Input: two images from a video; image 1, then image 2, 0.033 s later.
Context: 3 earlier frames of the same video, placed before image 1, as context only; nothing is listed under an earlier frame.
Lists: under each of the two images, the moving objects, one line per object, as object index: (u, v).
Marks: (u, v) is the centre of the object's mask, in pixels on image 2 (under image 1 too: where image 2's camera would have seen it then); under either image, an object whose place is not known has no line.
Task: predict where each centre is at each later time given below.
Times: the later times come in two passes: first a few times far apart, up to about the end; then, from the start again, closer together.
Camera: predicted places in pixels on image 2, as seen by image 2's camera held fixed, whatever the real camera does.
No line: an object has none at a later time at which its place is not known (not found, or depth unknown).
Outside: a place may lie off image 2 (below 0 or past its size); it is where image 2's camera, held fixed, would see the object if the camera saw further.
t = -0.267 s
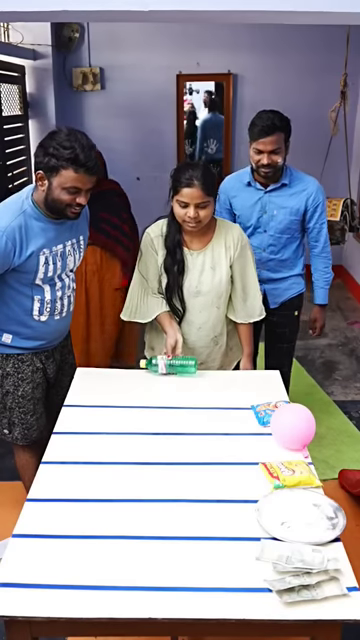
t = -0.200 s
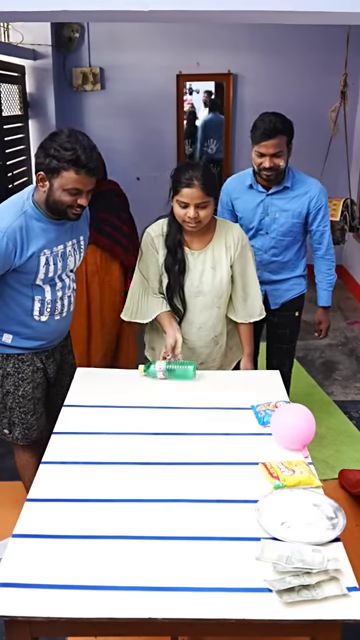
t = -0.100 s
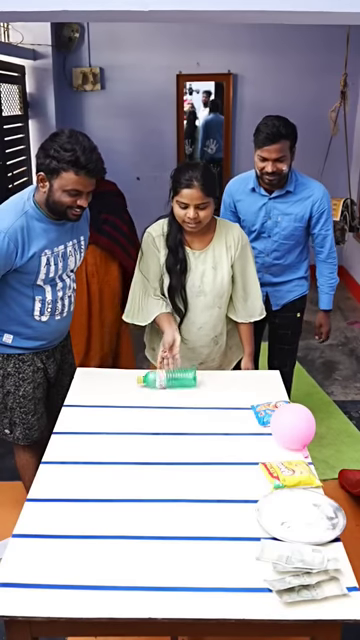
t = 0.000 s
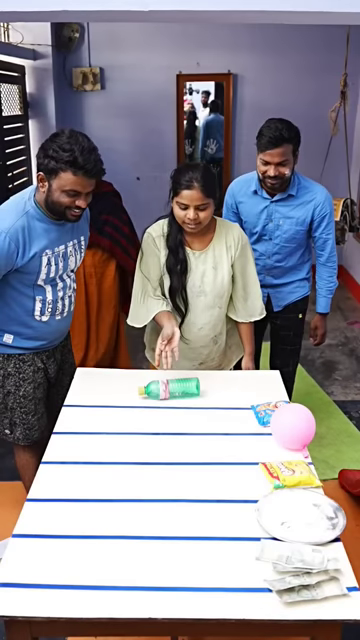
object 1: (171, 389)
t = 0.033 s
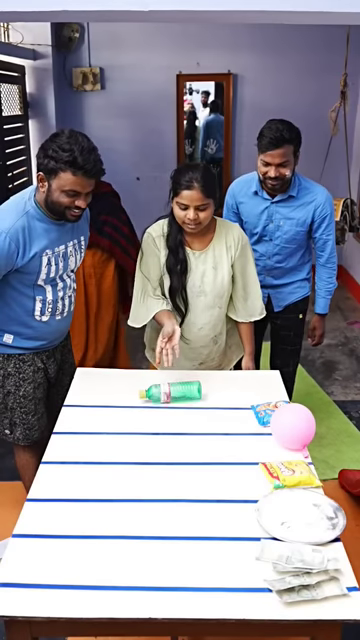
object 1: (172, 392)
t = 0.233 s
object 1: (182, 416)
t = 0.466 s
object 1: (194, 444)
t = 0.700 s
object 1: (204, 471)
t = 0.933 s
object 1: (215, 498)
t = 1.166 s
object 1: (217, 518)
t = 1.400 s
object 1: (220, 524)
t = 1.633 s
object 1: (221, 526)
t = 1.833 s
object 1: (222, 527)
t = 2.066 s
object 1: (221, 526)
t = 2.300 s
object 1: (220, 524)
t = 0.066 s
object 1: (174, 397)
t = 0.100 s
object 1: (176, 401)
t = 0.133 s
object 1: (178, 405)
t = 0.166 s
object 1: (179, 410)
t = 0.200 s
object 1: (180, 412)
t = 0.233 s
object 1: (182, 416)
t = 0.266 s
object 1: (184, 420)
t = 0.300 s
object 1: (185, 424)
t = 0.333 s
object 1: (187, 428)
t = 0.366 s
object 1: (189, 433)
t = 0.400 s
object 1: (190, 436)
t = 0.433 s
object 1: (192, 440)
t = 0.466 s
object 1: (194, 444)
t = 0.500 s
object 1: (195, 447)
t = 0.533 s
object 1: (196, 450)
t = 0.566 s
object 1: (198, 454)
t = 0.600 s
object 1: (200, 459)
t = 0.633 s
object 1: (201, 463)
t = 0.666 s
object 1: (203, 467)
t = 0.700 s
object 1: (204, 471)
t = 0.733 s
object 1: (206, 475)
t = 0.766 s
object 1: (207, 479)
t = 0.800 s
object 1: (209, 482)
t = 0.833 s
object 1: (209, 485)
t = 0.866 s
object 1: (212, 490)
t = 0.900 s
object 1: (213, 494)
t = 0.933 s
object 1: (215, 498)
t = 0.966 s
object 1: (215, 502)
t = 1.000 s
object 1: (215, 505)
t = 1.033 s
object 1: (215, 508)
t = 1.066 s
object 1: (215, 511)
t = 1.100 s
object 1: (216, 513)
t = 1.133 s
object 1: (216, 515)
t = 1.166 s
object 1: (217, 518)
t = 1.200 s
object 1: (218, 519)
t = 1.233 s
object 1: (219, 520)
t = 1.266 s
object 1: (219, 521)
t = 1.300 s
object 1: (220, 522)
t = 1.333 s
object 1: (220, 522)
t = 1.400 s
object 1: (220, 524)
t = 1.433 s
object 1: (221, 524)
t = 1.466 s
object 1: (221, 525)
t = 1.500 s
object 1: (221, 526)
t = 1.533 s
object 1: (222, 526)
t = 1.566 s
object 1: (221, 526)
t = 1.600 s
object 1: (221, 526)
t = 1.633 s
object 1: (221, 526)
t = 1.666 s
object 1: (222, 527)
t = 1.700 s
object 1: (222, 527)
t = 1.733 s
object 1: (222, 527)
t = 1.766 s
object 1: (222, 527)
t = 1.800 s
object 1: (222, 527)
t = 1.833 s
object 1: (222, 527)
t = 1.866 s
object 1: (222, 527)
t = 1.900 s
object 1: (222, 527)
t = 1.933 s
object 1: (222, 527)
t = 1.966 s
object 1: (222, 527)
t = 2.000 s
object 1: (222, 527)
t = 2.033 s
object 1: (222, 527)
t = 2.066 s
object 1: (221, 526)
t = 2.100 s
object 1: (221, 526)
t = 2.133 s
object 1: (221, 525)
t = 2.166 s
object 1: (220, 525)
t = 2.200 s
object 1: (220, 524)
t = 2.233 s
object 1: (220, 525)
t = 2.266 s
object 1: (220, 524)
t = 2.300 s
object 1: (220, 524)
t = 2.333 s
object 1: (219, 523)
